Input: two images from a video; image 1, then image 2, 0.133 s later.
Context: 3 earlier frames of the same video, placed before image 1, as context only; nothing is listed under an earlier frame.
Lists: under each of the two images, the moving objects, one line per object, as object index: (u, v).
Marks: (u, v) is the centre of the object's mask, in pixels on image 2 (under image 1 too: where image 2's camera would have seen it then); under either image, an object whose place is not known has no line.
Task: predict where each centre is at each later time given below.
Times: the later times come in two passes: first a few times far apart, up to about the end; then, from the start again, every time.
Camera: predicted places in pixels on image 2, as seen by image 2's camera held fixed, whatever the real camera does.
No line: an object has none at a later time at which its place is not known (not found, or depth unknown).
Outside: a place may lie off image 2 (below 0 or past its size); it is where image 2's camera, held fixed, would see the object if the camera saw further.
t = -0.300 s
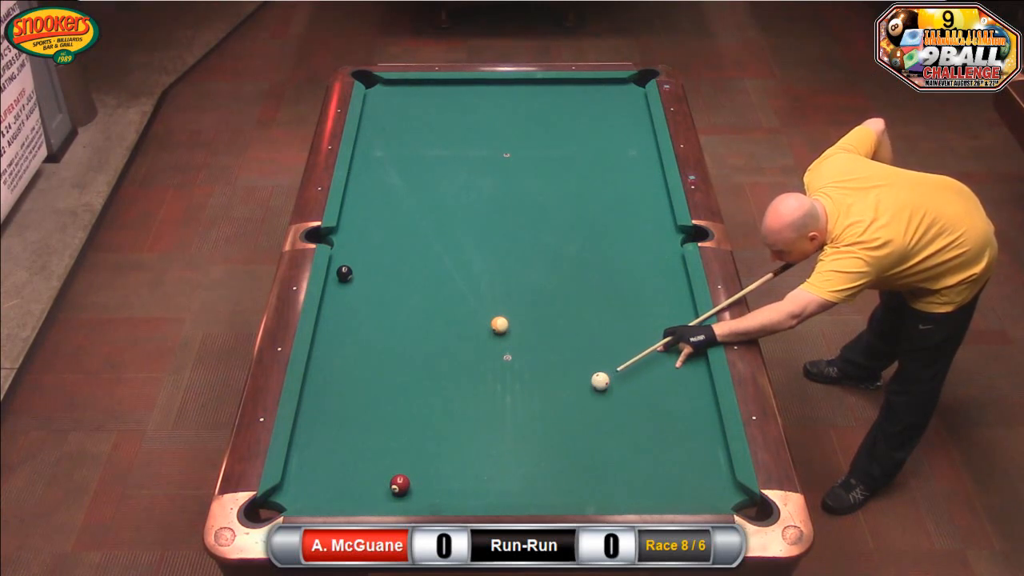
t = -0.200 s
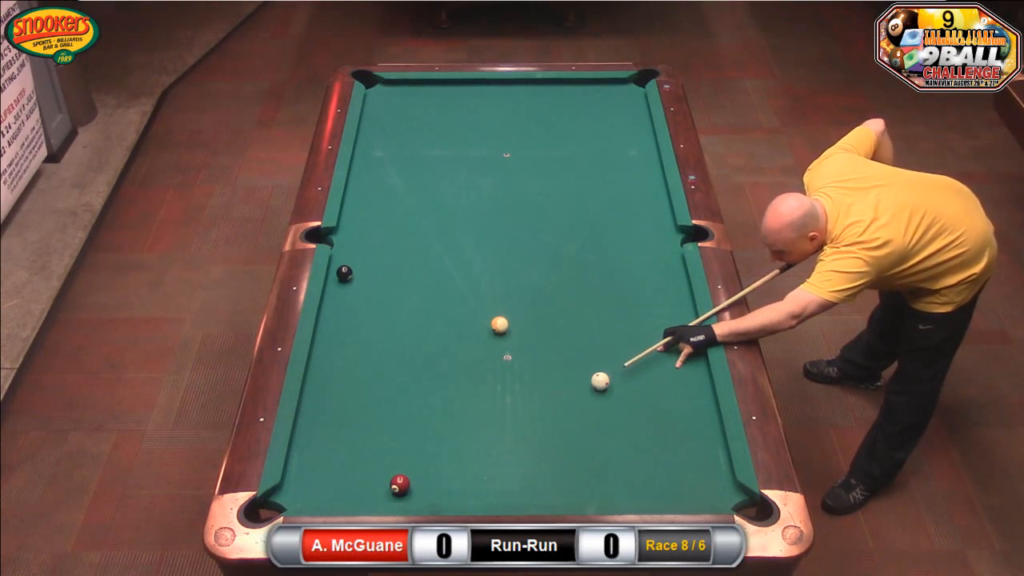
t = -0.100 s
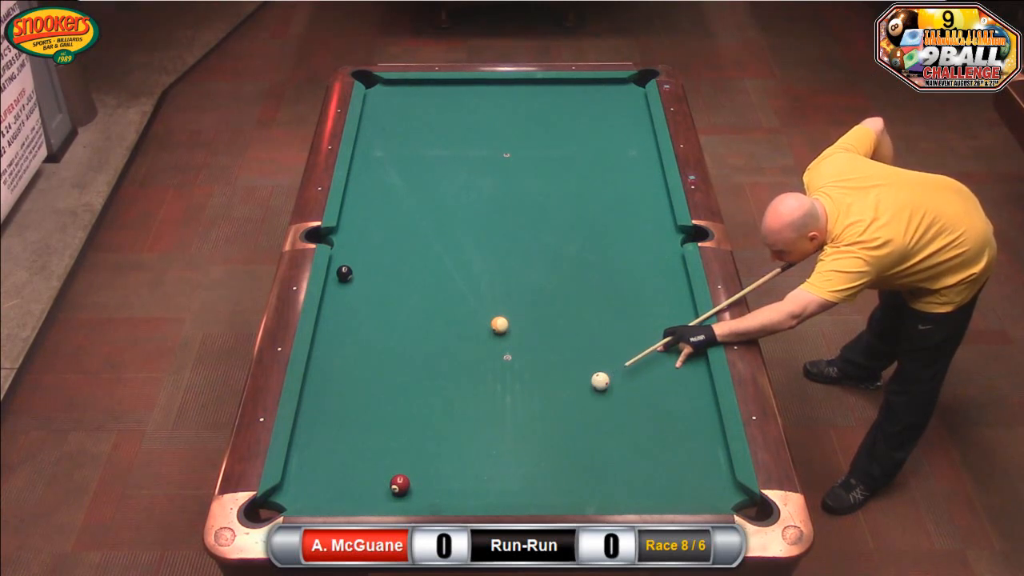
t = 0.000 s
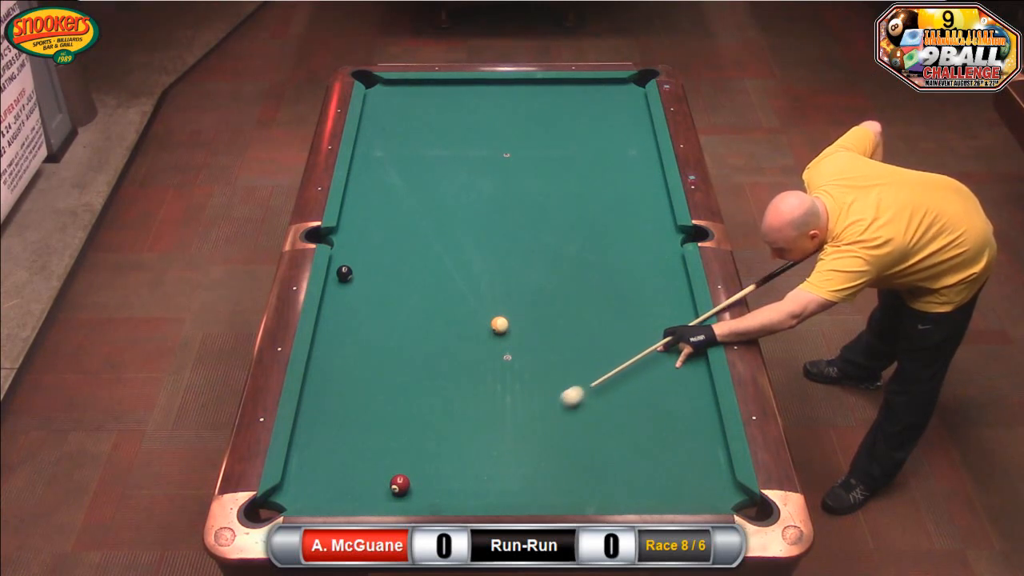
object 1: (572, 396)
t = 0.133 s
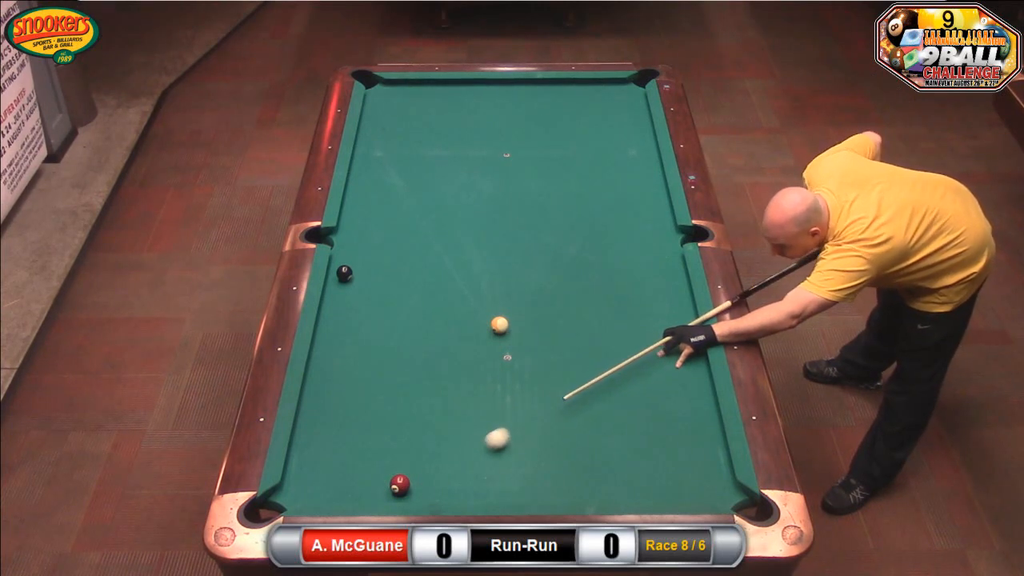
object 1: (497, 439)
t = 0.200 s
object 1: (460, 460)
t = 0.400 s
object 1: (424, 482)
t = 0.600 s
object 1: (423, 451)
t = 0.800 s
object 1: (421, 423)
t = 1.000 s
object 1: (419, 397)
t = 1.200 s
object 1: (418, 374)
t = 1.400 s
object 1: (417, 353)
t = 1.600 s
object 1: (416, 333)
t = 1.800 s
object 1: (414, 315)
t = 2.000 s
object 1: (413, 298)
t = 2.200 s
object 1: (412, 282)
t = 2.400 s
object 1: (411, 268)
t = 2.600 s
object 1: (410, 255)
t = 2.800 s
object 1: (410, 242)
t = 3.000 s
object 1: (409, 231)
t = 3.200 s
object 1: (408, 220)
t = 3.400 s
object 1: (407, 211)
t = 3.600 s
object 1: (407, 201)
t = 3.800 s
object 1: (406, 193)
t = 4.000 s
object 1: (406, 185)
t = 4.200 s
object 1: (406, 178)
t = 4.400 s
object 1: (406, 171)
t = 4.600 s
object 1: (406, 165)
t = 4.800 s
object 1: (407, 160)
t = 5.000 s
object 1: (407, 155)
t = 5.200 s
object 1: (408, 150)
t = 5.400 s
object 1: (409, 146)
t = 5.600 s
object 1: (410, 142)
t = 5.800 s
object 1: (411, 139)
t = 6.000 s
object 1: (412, 136)
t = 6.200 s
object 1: (412, 134)
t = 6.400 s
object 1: (413, 132)
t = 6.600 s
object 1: (413, 131)
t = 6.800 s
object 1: (413, 130)
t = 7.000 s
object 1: (414, 129)
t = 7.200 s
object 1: (414, 129)
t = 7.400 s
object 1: (415, 129)
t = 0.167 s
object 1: (479, 449)
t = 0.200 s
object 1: (460, 460)
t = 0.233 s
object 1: (441, 471)
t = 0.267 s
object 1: (422, 482)
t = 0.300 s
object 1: (420, 491)
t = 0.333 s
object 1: (421, 494)
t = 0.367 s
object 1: (423, 488)
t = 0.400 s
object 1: (424, 482)
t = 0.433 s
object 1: (425, 476)
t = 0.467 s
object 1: (424, 471)
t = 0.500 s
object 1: (424, 466)
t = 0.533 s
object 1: (424, 461)
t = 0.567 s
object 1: (423, 456)
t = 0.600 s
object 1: (423, 451)
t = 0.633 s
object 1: (423, 446)
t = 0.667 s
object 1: (422, 441)
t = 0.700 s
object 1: (422, 437)
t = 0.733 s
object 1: (422, 432)
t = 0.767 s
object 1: (421, 428)
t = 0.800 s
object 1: (421, 423)
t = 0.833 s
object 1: (421, 419)
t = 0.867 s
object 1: (420, 414)
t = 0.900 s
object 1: (420, 410)
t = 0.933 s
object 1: (420, 406)
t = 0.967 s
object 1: (420, 402)
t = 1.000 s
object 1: (419, 397)
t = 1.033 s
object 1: (419, 394)
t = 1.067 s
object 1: (419, 389)
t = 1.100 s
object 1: (419, 386)
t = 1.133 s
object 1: (418, 382)
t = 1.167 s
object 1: (418, 378)
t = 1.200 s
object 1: (418, 374)
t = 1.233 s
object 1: (418, 370)
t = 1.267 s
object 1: (418, 367)
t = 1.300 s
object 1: (417, 363)
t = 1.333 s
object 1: (417, 359)
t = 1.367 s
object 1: (417, 356)
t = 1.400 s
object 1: (417, 353)
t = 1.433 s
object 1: (417, 349)
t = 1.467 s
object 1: (416, 346)
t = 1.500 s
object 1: (416, 343)
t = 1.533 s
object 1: (416, 339)
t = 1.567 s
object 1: (416, 336)
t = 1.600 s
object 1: (416, 333)
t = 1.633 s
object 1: (415, 330)
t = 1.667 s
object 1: (415, 327)
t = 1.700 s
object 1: (415, 323)
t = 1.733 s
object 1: (415, 321)
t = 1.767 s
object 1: (415, 318)
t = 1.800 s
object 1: (414, 315)
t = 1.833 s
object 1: (414, 312)
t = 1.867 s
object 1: (414, 309)
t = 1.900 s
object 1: (414, 306)
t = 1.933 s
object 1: (414, 303)
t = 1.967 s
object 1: (413, 301)
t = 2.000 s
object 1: (413, 298)
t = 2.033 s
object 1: (413, 295)
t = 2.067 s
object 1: (413, 293)
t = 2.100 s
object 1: (413, 290)
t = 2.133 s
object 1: (412, 287)
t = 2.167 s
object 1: (412, 285)
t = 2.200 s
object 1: (412, 282)
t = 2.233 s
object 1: (412, 280)
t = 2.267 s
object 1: (412, 277)
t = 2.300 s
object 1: (412, 275)
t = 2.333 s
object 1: (412, 273)
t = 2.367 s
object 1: (412, 270)
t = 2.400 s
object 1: (411, 268)
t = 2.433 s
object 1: (411, 266)
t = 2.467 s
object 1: (411, 264)
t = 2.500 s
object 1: (411, 261)
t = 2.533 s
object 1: (411, 259)
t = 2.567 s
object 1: (411, 257)
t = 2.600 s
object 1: (410, 255)
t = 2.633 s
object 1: (410, 253)
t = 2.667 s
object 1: (410, 251)
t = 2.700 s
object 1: (410, 248)
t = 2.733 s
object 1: (410, 246)
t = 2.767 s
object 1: (410, 244)
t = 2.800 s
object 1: (410, 242)
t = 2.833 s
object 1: (410, 240)
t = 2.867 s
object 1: (410, 238)
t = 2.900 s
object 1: (409, 237)
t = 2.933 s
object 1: (409, 235)
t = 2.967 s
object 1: (409, 233)
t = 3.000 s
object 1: (409, 231)
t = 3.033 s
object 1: (409, 229)
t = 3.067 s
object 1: (409, 227)
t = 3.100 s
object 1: (409, 226)
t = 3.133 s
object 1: (408, 224)
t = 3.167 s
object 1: (408, 222)
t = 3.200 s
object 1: (408, 220)
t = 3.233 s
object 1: (408, 219)
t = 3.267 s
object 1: (408, 217)
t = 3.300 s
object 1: (408, 216)
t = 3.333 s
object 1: (407, 214)
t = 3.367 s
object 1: (407, 212)
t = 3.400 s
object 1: (407, 211)
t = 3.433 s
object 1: (407, 209)
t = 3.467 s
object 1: (407, 207)
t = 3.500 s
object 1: (407, 206)
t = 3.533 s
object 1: (407, 204)
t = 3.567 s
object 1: (407, 203)
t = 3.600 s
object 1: (407, 201)
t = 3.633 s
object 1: (407, 200)
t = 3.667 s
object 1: (407, 198)
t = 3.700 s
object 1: (406, 197)
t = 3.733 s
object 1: (406, 196)
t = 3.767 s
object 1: (406, 194)
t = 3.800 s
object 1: (406, 193)
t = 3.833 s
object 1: (406, 192)
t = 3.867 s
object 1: (406, 190)
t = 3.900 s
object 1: (406, 189)
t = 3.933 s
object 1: (406, 188)
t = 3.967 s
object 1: (406, 186)
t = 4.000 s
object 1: (406, 185)
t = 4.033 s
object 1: (406, 184)
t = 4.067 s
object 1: (406, 183)
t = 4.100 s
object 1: (406, 181)
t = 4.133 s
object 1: (406, 180)
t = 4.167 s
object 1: (406, 179)
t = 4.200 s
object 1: (406, 178)
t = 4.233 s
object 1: (406, 177)
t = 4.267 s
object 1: (406, 176)
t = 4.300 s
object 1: (406, 175)
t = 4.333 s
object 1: (406, 173)
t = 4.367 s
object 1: (406, 172)
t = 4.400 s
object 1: (406, 171)
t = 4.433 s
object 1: (406, 170)
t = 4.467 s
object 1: (405, 169)
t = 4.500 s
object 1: (406, 168)
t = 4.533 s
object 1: (406, 167)
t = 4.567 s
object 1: (406, 166)
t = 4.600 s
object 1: (406, 165)
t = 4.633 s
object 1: (406, 164)
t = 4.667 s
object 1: (406, 163)
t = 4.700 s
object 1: (406, 162)
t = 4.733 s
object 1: (406, 161)
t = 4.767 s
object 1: (406, 161)
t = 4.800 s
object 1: (407, 160)
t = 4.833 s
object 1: (407, 159)
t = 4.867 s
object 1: (407, 158)
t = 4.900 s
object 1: (407, 157)
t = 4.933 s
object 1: (407, 156)
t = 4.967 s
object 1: (407, 155)
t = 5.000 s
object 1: (407, 155)
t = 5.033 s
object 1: (407, 154)
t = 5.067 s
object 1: (408, 153)
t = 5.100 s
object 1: (408, 152)
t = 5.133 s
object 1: (408, 151)
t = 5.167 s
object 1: (408, 151)
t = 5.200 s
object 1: (408, 150)
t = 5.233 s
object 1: (408, 149)
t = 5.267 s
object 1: (408, 149)
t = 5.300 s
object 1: (409, 148)
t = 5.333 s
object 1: (409, 147)
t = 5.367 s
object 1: (409, 147)
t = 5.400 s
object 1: (409, 146)
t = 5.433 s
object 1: (409, 145)
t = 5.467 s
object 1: (409, 145)
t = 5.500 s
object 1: (409, 144)
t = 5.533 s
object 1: (410, 143)
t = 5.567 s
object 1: (410, 143)
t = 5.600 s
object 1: (410, 142)
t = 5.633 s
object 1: (410, 142)
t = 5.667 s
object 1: (410, 141)
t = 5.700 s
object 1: (410, 141)
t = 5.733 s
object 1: (411, 140)
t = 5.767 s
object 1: (411, 140)
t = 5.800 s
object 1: (411, 139)
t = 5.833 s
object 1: (411, 139)
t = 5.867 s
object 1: (411, 138)
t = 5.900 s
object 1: (411, 138)
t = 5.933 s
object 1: (411, 137)
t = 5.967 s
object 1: (412, 137)
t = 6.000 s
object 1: (412, 136)
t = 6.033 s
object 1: (412, 136)
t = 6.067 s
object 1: (412, 136)
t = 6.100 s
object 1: (412, 135)
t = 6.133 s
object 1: (412, 135)
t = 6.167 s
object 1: (412, 135)
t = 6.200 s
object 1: (412, 134)
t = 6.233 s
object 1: (412, 134)
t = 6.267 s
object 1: (412, 134)
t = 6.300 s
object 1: (412, 133)
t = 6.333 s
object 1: (412, 133)
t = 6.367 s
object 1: (413, 133)
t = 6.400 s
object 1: (413, 132)
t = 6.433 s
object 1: (413, 132)
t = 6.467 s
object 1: (413, 132)
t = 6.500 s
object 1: (413, 132)
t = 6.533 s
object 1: (413, 132)
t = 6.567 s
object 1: (413, 131)
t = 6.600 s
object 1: (413, 131)
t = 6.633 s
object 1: (413, 131)
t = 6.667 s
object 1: (413, 131)
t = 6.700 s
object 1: (413, 131)
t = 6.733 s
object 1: (413, 130)
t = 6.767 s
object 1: (413, 130)
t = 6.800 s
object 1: (413, 130)
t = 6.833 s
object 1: (414, 130)
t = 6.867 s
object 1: (414, 129)
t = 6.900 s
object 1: (414, 129)
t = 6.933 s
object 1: (414, 129)
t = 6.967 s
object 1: (414, 129)
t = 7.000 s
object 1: (414, 129)
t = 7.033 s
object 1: (414, 129)
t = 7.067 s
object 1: (414, 129)
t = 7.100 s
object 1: (414, 129)
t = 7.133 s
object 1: (414, 129)
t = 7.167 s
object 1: (414, 129)
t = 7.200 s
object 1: (414, 129)
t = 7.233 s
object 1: (414, 129)
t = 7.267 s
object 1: (414, 129)
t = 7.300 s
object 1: (414, 129)
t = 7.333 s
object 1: (414, 129)
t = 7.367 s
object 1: (415, 129)
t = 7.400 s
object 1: (415, 129)
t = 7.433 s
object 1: (415, 129)
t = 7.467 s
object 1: (414, 129)
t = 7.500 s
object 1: (415, 129)
